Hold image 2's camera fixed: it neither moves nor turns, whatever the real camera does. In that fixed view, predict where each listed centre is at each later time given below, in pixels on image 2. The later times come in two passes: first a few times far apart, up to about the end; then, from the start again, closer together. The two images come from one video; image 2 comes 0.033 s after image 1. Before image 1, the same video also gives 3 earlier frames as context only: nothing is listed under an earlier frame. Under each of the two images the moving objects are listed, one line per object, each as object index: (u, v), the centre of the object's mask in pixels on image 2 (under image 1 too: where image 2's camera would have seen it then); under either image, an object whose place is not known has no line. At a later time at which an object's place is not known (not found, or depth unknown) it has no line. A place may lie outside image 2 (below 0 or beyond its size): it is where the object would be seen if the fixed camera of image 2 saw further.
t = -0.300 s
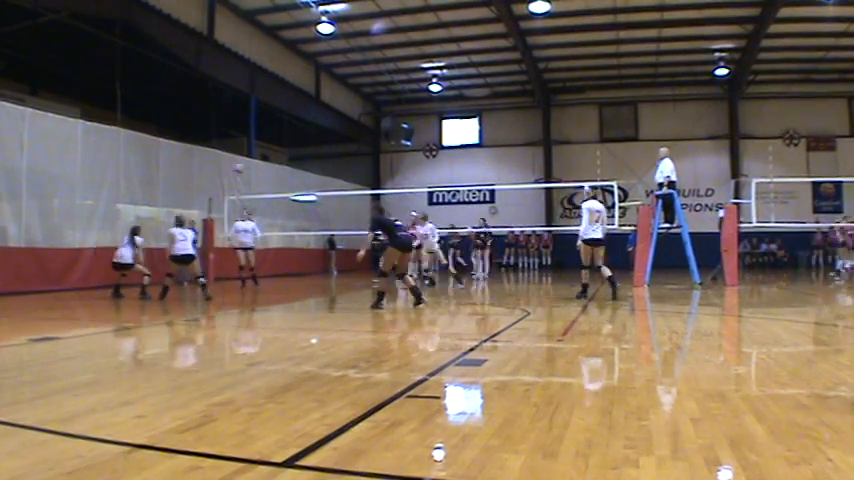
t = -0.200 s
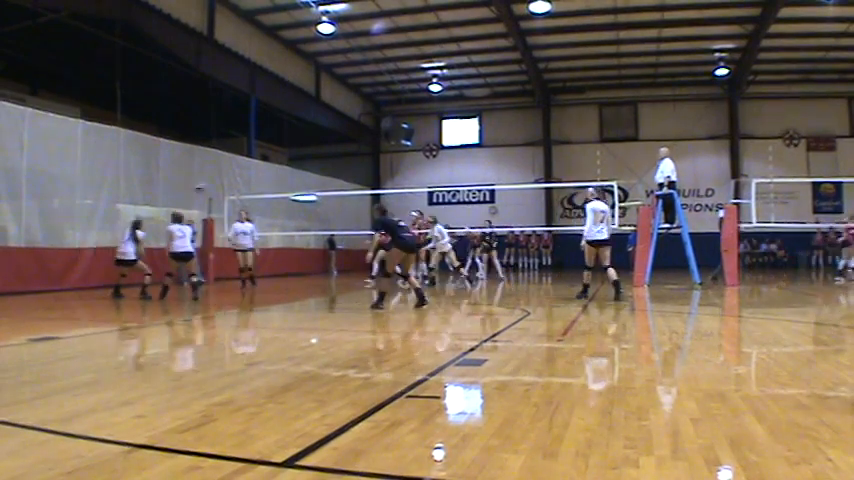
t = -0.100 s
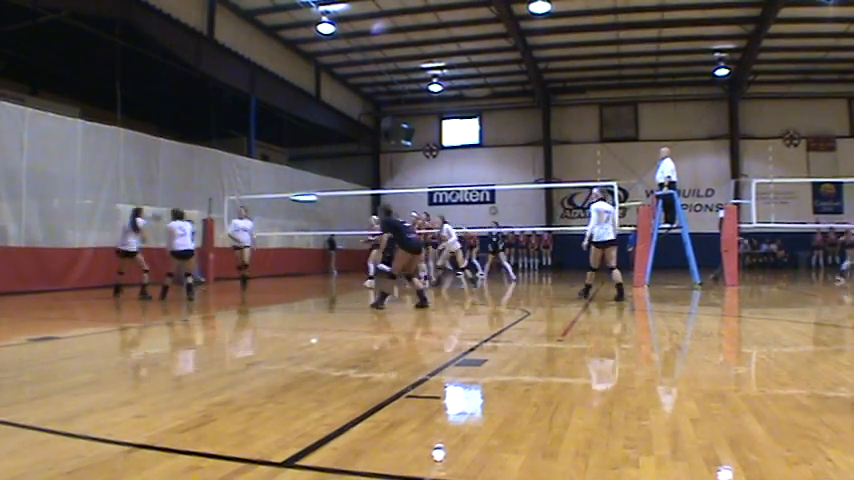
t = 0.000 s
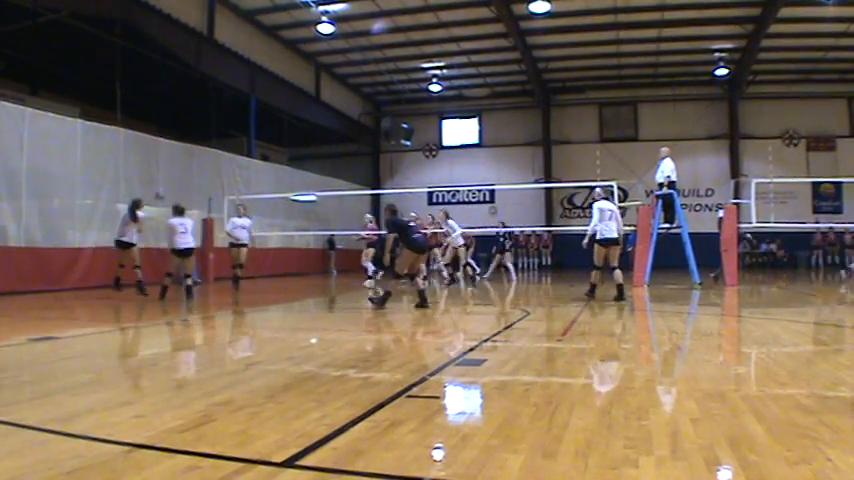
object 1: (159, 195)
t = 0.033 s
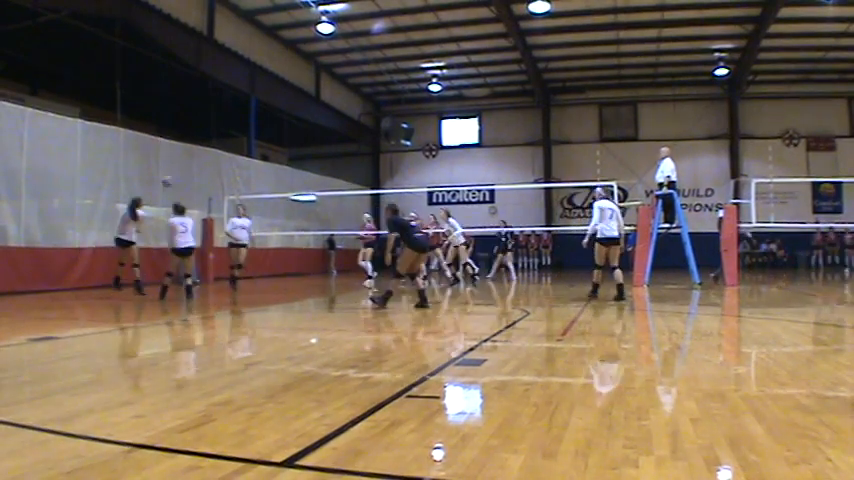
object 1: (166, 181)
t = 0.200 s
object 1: (203, 129)
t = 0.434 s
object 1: (246, 87)
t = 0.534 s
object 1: (263, 79)
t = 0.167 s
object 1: (196, 138)
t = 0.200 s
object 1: (203, 129)
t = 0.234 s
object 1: (210, 121)
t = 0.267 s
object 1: (216, 114)
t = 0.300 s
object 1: (223, 107)
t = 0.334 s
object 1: (228, 101)
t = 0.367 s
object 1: (235, 96)
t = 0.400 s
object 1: (240, 92)
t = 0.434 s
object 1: (246, 87)
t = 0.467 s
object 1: (252, 84)
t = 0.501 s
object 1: (258, 81)
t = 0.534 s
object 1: (263, 79)
